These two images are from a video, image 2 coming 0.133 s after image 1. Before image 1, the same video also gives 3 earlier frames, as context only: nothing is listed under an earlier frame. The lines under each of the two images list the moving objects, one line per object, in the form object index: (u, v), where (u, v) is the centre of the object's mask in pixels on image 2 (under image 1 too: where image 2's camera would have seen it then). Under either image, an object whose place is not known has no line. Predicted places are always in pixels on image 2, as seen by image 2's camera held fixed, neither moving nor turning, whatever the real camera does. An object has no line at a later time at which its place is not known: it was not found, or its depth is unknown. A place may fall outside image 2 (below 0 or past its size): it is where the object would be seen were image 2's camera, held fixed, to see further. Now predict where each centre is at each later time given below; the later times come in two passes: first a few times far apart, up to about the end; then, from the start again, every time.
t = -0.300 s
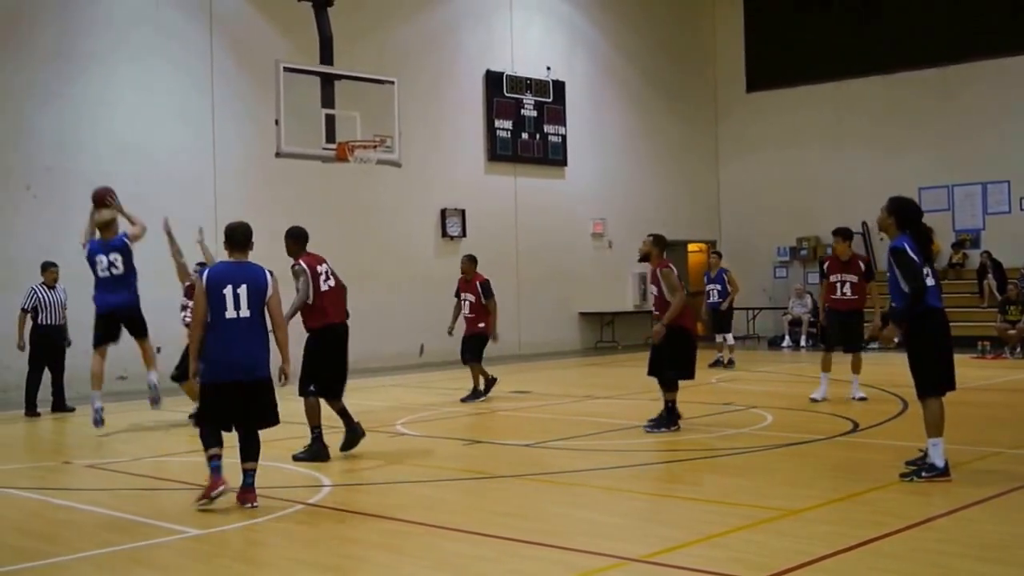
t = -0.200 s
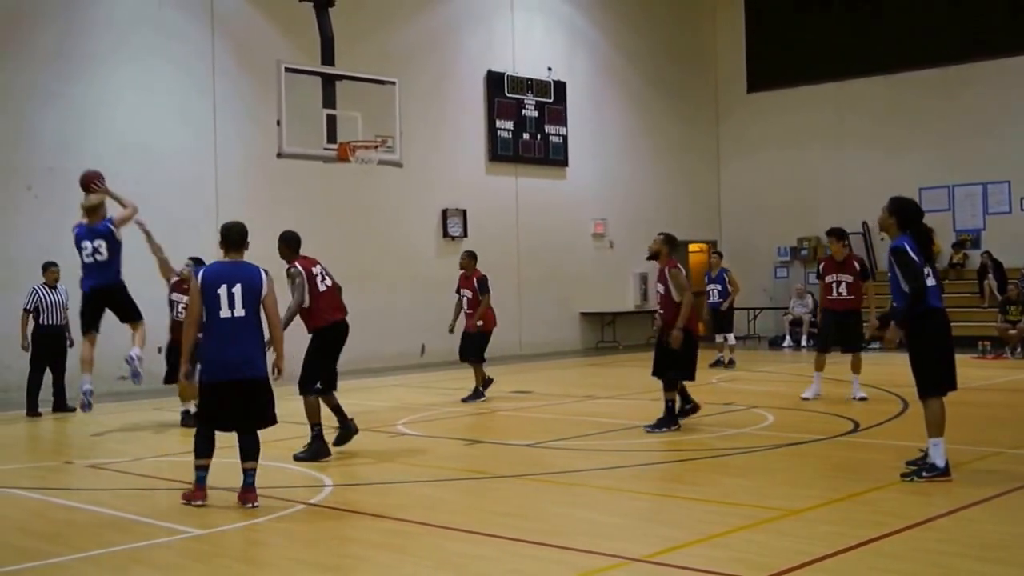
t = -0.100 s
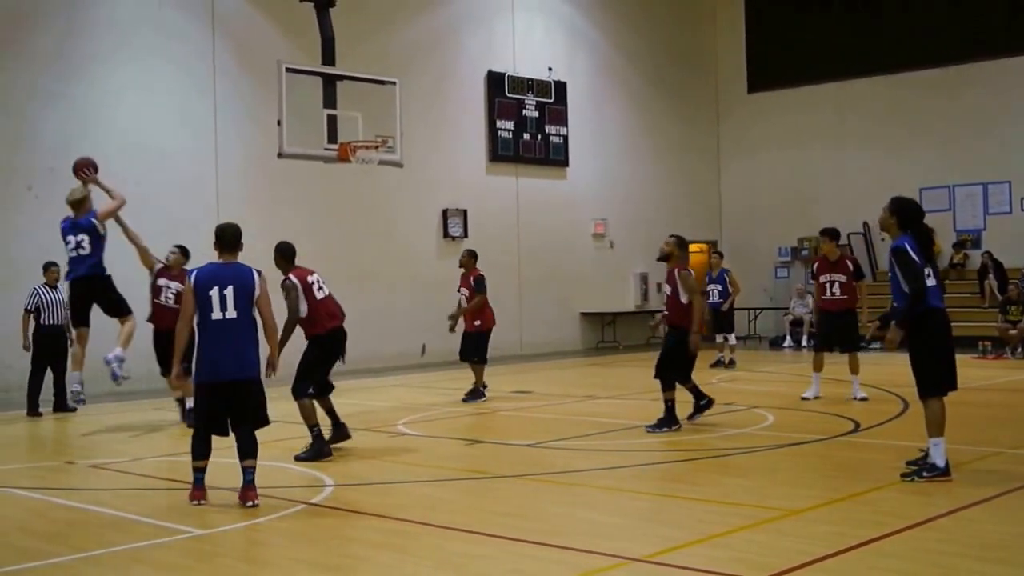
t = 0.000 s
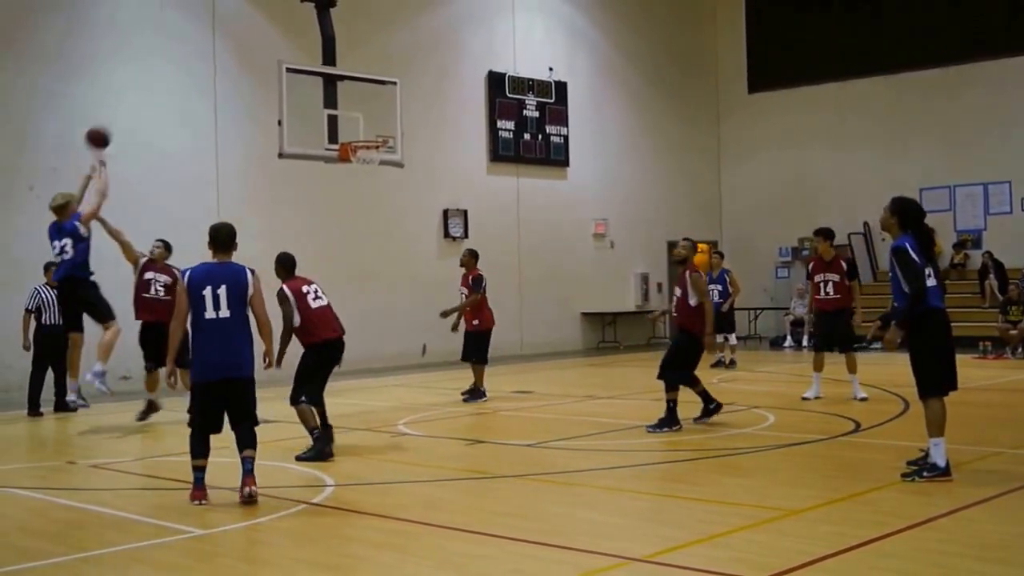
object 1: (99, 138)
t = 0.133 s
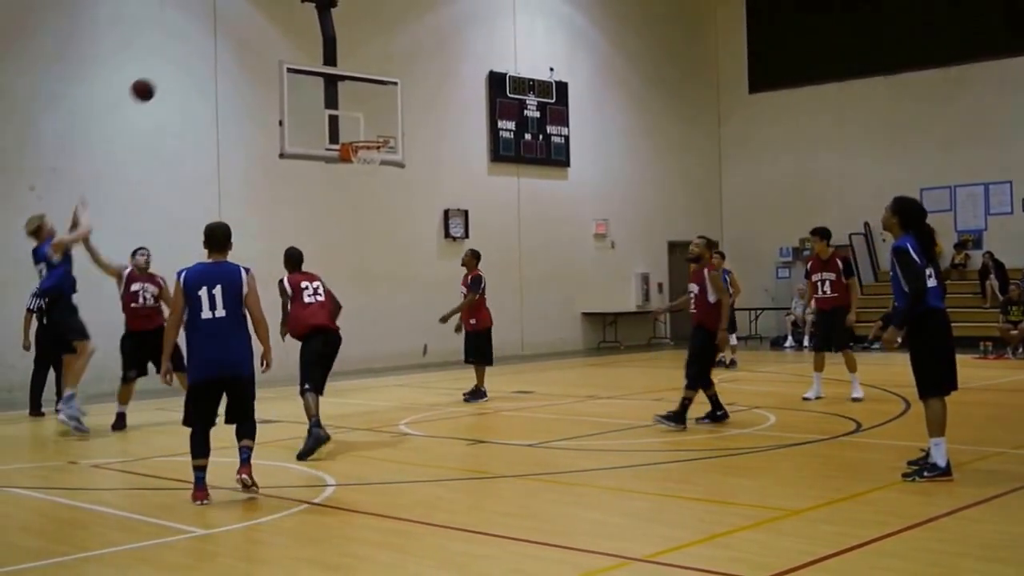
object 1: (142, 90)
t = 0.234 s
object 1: (175, 66)
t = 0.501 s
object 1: (255, 48)
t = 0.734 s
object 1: (319, 83)
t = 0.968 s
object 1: (379, 159)
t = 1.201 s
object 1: (380, 177)
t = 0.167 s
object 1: (153, 81)
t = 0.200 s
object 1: (164, 73)
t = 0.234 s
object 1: (175, 66)
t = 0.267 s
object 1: (185, 60)
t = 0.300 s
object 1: (195, 55)
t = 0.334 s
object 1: (205, 51)
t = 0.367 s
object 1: (215, 49)
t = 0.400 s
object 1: (225, 47)
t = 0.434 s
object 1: (235, 47)
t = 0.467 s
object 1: (245, 47)
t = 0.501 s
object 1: (255, 48)
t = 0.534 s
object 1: (264, 51)
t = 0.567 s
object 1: (274, 54)
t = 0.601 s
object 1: (283, 58)
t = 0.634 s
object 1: (292, 63)
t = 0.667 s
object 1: (301, 69)
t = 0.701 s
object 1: (310, 76)
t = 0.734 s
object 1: (319, 83)
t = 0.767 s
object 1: (326, 92)
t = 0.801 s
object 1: (337, 101)
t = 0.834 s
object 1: (347, 112)
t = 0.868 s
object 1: (355, 123)
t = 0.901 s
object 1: (363, 133)
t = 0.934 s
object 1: (372, 147)
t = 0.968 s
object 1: (379, 159)
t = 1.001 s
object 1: (382, 163)
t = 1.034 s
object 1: (382, 163)
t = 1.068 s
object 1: (382, 165)
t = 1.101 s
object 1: (382, 166)
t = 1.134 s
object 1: (381, 169)
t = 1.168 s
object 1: (380, 173)
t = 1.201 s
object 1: (380, 177)
